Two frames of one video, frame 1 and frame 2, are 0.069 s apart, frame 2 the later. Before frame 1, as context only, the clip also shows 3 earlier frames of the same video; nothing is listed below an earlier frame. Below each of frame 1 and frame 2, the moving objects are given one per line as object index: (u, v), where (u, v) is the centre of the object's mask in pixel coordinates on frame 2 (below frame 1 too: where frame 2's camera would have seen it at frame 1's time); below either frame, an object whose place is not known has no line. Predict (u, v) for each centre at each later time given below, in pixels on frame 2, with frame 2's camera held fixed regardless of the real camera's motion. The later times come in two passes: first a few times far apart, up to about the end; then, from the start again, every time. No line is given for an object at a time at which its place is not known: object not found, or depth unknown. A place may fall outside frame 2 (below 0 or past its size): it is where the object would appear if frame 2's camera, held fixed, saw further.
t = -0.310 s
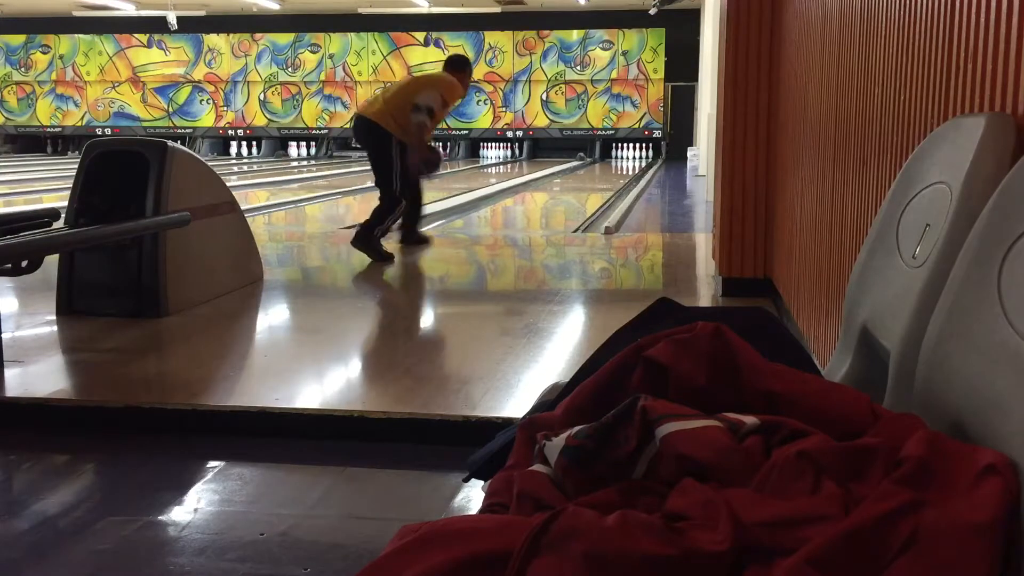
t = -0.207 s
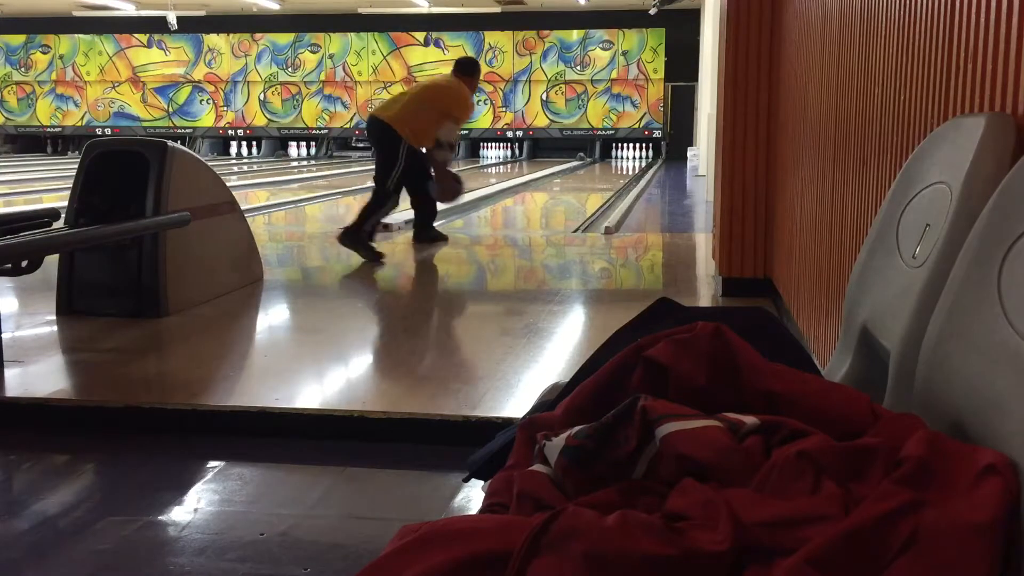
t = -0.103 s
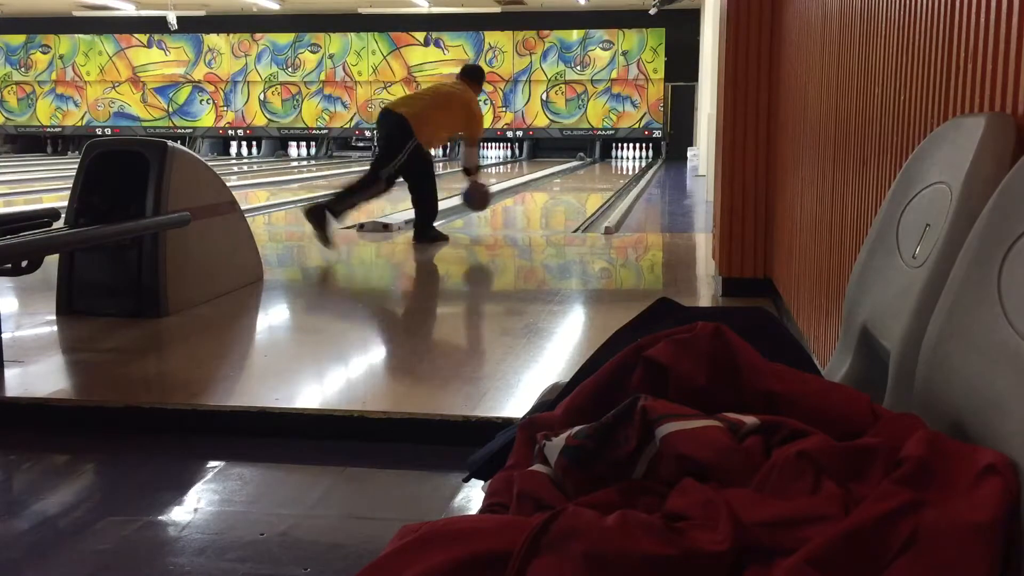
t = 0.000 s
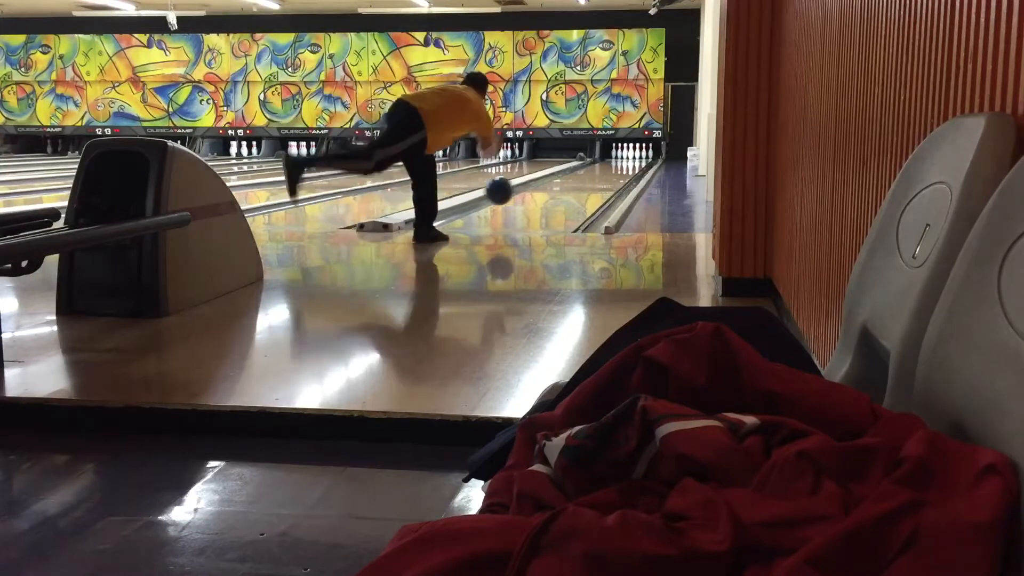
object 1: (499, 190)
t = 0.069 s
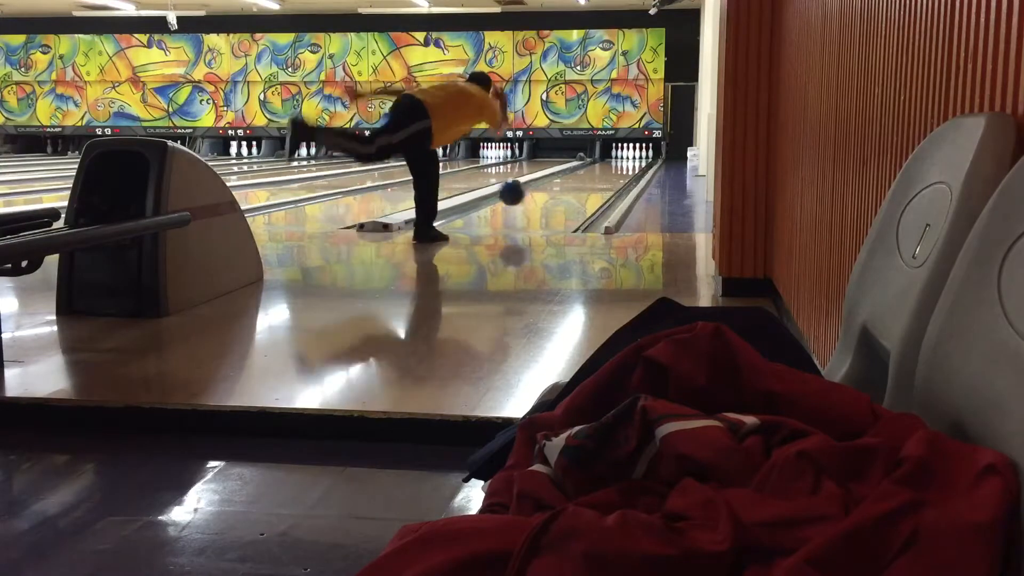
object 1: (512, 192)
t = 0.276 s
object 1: (543, 200)
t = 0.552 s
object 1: (576, 189)
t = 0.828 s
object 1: (597, 182)
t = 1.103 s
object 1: (614, 176)
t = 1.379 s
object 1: (625, 171)
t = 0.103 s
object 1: (517, 195)
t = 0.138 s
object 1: (523, 199)
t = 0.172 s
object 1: (528, 204)
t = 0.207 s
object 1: (534, 203)
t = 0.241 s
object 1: (538, 201)
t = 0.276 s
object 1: (543, 200)
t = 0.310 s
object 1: (547, 200)
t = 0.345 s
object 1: (552, 198)
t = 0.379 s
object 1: (556, 197)
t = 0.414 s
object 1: (559, 195)
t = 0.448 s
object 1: (563, 194)
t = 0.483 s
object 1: (570, 191)
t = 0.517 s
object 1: (573, 191)
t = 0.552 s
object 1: (576, 189)
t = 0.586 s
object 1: (579, 188)
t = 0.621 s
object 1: (582, 187)
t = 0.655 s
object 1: (585, 186)
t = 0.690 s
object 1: (588, 185)
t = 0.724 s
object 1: (590, 184)
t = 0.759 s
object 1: (593, 183)
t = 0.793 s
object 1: (595, 182)
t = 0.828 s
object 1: (597, 182)
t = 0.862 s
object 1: (600, 181)
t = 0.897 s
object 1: (602, 180)
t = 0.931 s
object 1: (604, 180)
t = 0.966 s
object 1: (606, 179)
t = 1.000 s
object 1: (608, 178)
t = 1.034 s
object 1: (610, 178)
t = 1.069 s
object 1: (612, 177)
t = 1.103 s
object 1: (614, 176)
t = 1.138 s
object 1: (615, 176)
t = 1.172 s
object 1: (617, 175)
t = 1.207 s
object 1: (618, 174)
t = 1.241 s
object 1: (620, 173)
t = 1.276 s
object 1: (621, 173)
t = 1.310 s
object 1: (622, 172)
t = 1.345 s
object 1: (624, 172)
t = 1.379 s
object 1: (625, 171)
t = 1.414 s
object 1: (626, 171)
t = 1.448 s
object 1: (628, 170)
